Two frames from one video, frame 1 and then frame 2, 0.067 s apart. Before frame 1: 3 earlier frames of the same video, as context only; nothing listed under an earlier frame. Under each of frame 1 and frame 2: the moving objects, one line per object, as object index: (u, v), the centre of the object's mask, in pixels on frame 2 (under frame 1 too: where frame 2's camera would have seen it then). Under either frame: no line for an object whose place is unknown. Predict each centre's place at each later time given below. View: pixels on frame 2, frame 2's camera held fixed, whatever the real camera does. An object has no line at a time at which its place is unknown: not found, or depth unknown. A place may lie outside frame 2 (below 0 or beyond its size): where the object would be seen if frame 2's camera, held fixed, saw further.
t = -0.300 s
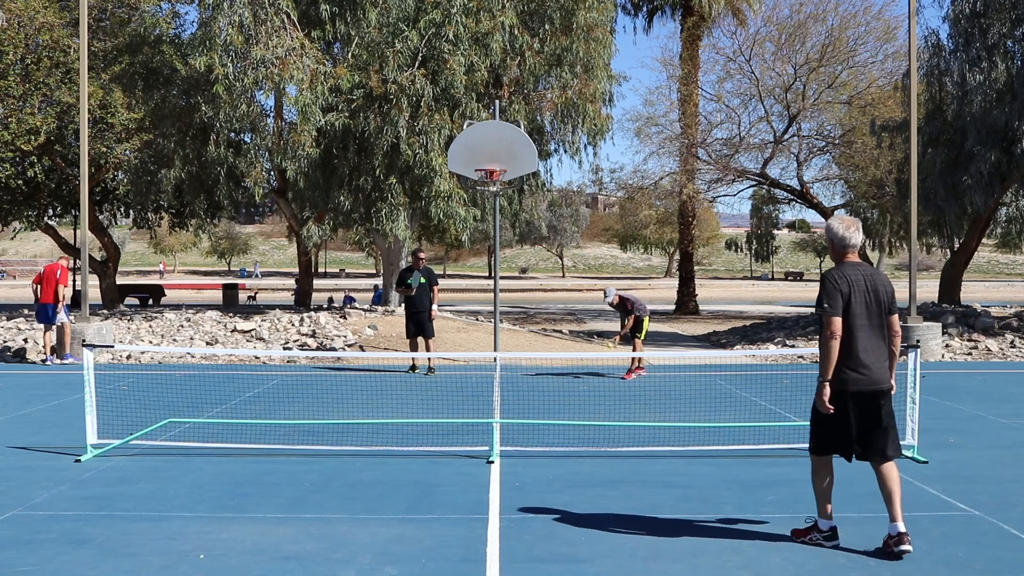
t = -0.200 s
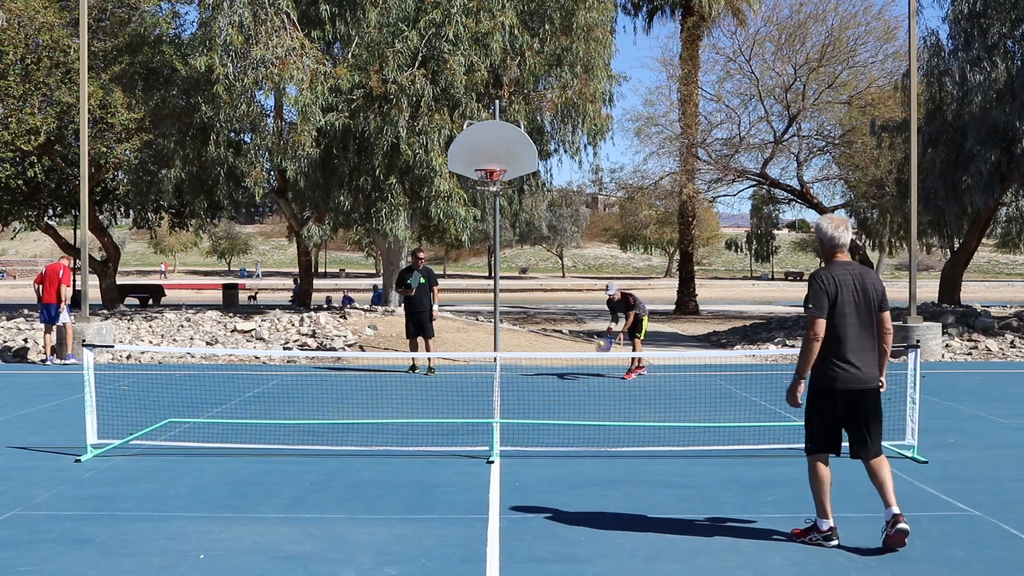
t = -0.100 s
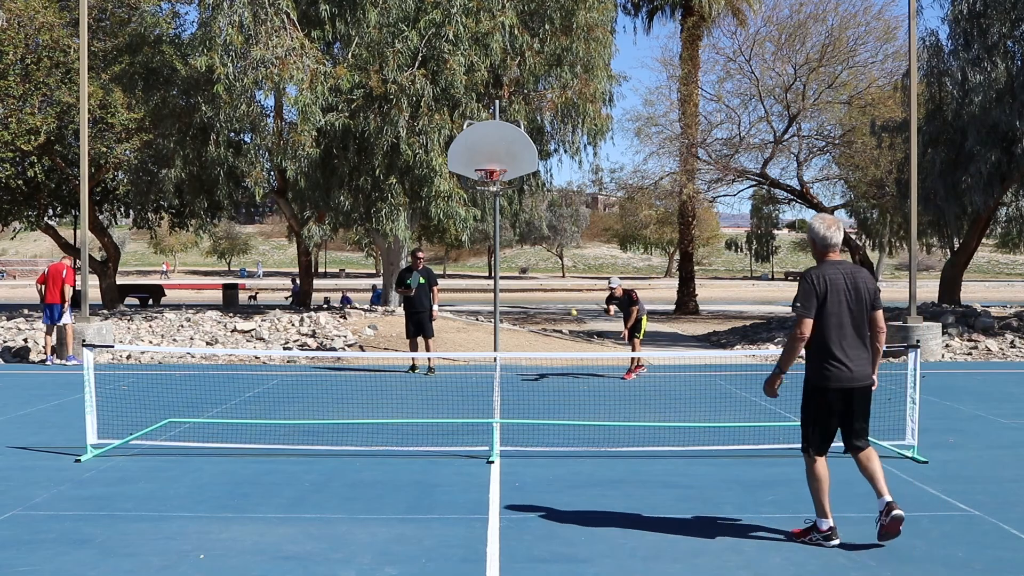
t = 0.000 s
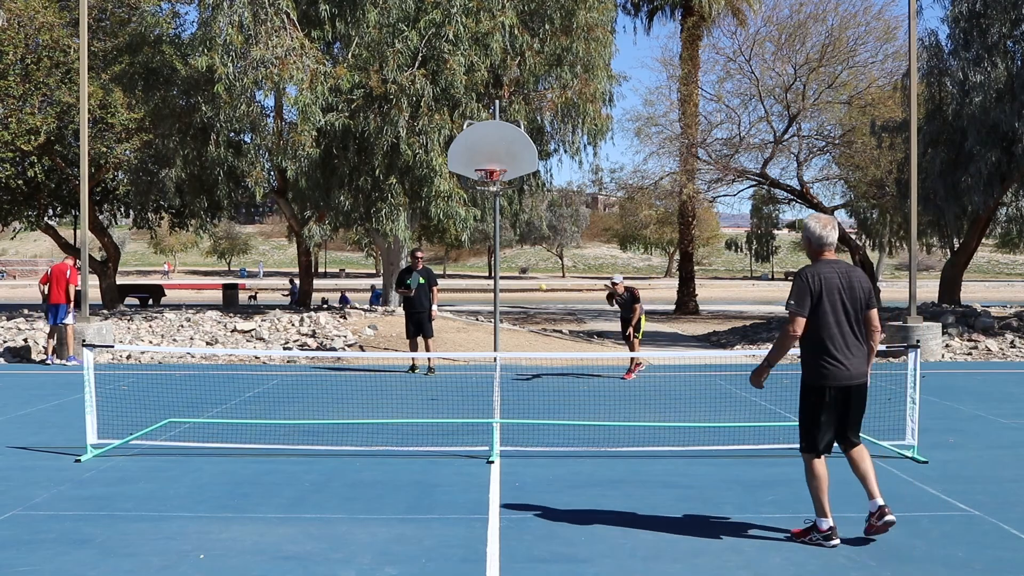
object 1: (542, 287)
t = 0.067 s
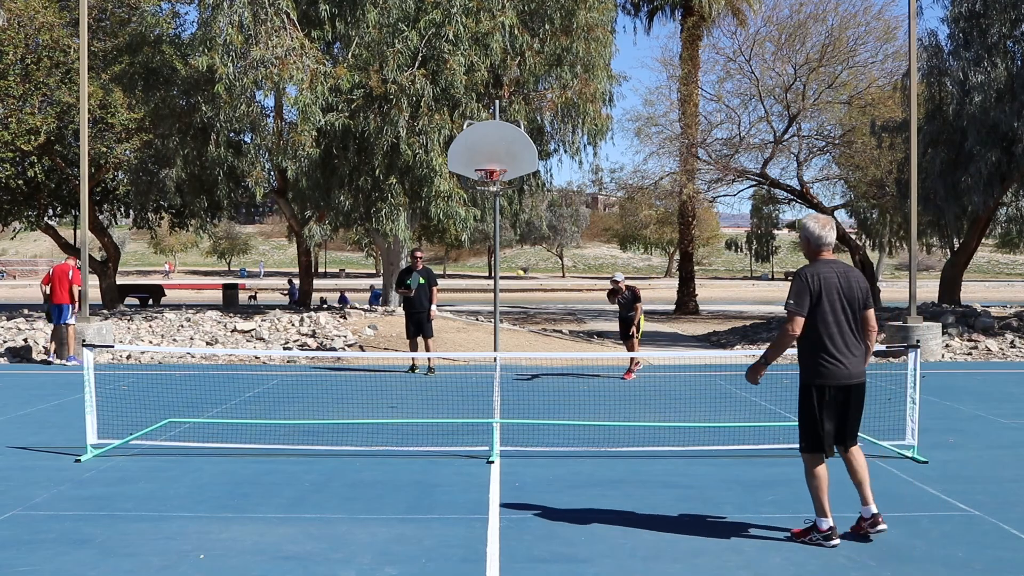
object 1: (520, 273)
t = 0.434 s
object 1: (345, 270)
